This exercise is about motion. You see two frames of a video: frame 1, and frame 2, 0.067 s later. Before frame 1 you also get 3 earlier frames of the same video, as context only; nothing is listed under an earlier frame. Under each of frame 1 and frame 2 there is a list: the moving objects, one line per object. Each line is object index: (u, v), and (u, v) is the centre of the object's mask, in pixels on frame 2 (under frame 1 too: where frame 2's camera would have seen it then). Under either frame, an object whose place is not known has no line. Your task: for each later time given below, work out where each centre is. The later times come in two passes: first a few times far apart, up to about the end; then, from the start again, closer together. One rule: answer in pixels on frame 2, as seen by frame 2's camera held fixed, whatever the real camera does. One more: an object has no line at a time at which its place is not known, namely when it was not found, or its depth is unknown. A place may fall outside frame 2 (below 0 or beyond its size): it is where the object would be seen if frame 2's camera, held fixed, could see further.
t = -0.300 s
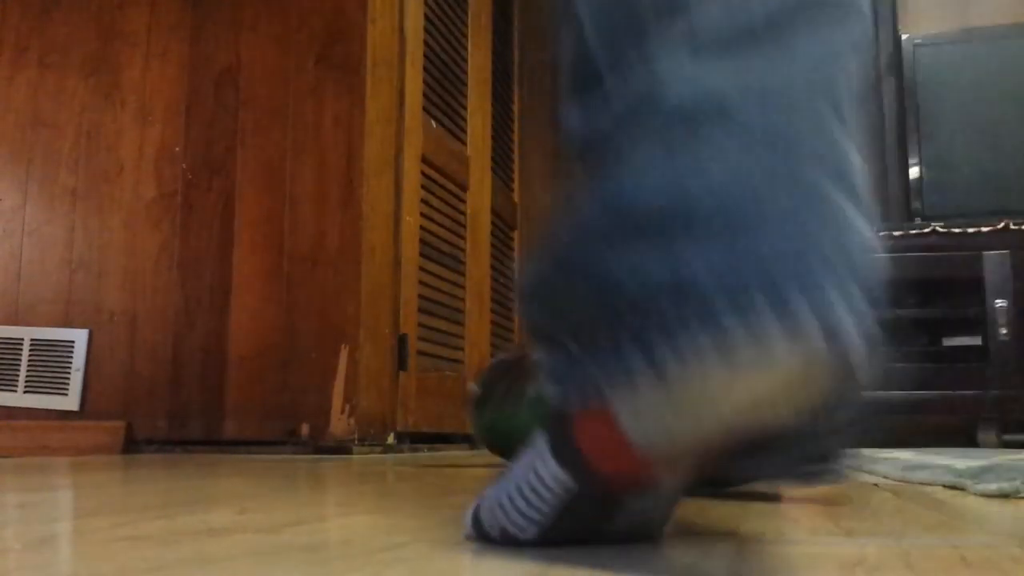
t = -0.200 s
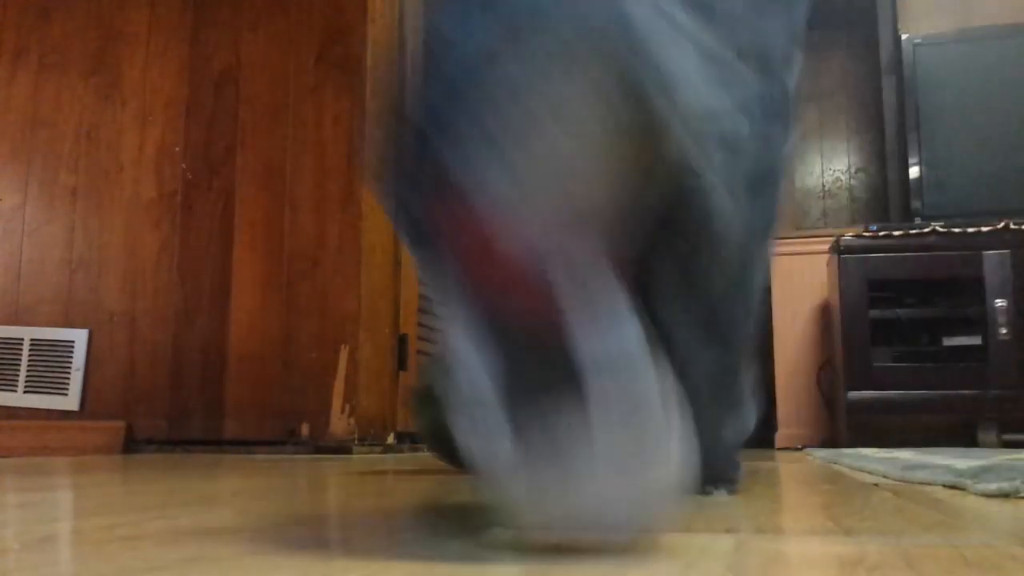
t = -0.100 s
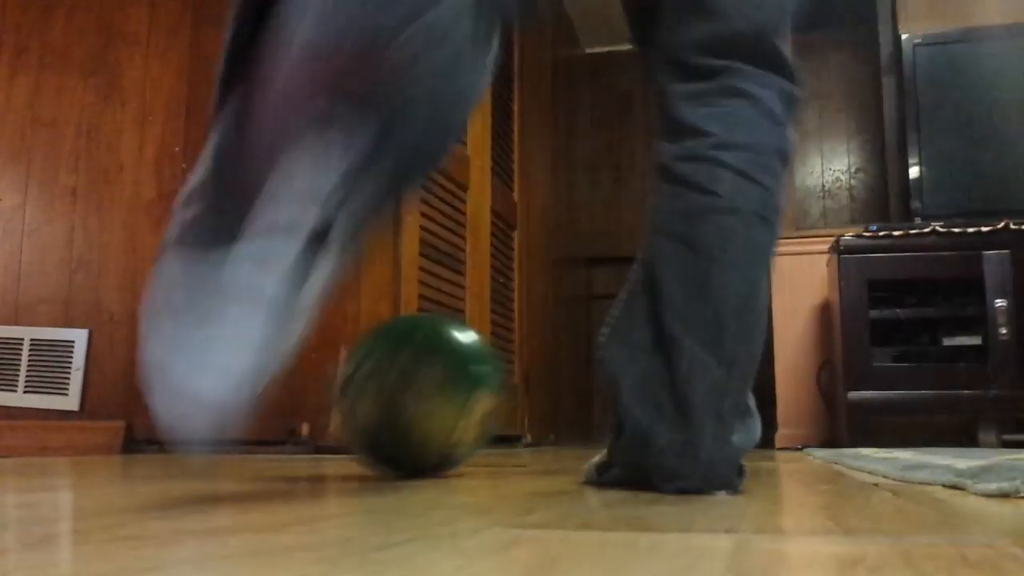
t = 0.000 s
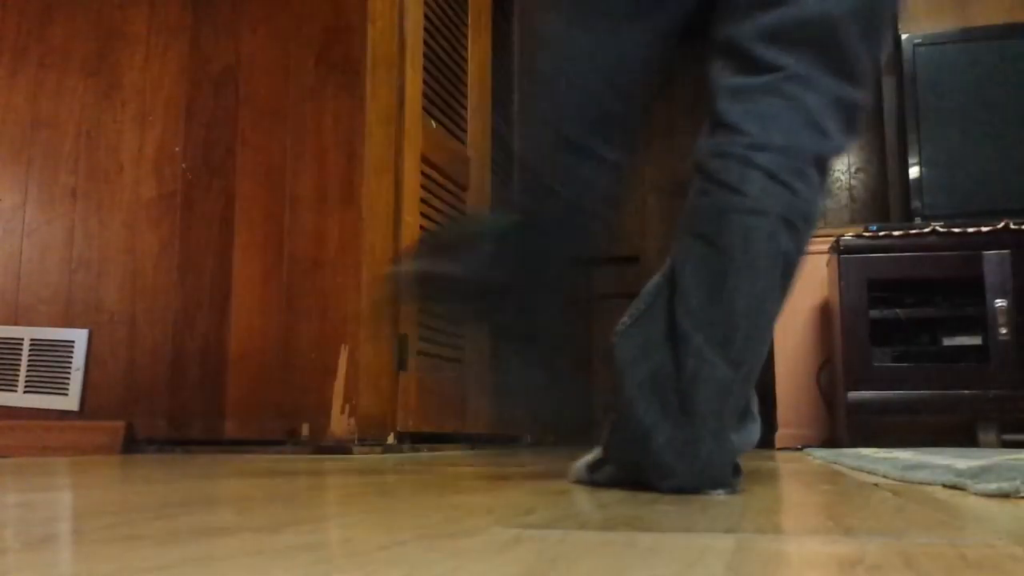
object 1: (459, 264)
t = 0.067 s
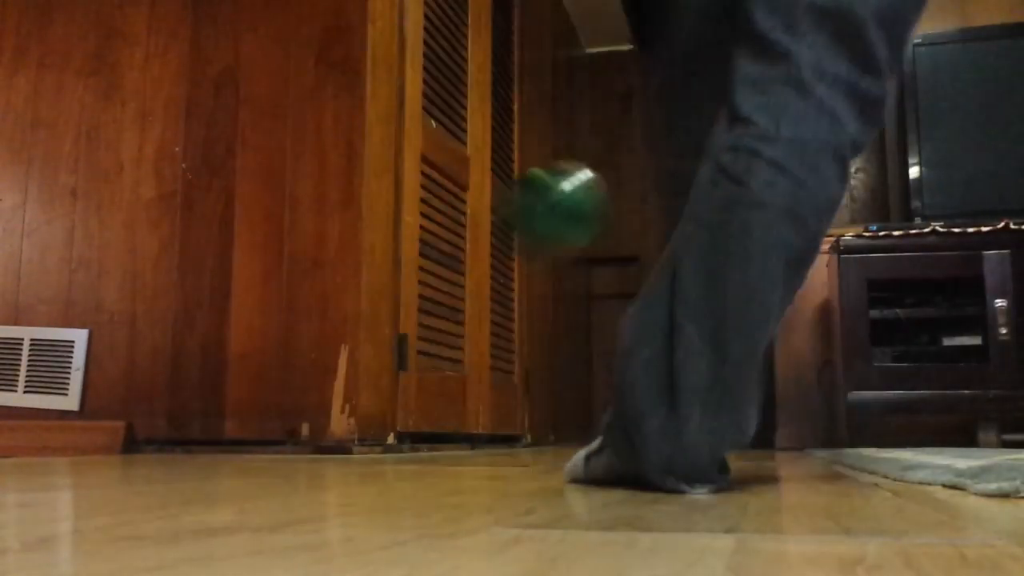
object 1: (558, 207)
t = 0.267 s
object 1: (663, 204)
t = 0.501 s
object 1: (715, 304)
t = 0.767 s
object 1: (722, 368)
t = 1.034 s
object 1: (717, 273)
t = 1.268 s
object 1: (719, 352)
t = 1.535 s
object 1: (715, 306)
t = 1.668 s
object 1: (714, 297)
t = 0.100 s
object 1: (580, 196)
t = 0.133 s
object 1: (607, 186)
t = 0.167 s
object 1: (624, 186)
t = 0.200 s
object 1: (638, 190)
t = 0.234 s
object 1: (652, 194)
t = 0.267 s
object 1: (663, 204)
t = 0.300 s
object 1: (672, 213)
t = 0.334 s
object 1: (683, 222)
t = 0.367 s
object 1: (690, 238)
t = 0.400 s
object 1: (697, 253)
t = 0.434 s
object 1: (703, 267)
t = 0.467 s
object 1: (710, 281)
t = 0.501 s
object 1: (715, 304)
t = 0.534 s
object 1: (717, 316)
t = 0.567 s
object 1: (716, 340)
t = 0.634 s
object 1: (718, 396)
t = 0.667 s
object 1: (722, 425)
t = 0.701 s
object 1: (723, 411)
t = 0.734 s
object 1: (723, 392)
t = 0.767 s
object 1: (722, 368)
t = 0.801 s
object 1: (720, 346)
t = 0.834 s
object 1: (720, 330)
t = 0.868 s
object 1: (719, 316)
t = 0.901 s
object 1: (720, 301)
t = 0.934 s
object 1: (720, 290)
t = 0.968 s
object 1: (718, 283)
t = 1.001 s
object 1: (718, 275)
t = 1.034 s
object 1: (717, 273)
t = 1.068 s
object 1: (717, 273)
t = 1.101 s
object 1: (718, 276)
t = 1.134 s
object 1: (718, 281)
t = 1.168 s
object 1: (718, 290)
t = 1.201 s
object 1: (718, 304)
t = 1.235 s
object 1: (718, 323)
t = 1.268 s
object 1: (719, 352)
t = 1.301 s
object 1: (719, 382)
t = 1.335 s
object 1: (719, 412)
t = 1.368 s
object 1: (718, 407)
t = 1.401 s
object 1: (718, 382)
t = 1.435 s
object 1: (717, 359)
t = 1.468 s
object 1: (716, 338)
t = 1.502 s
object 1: (716, 320)
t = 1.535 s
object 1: (715, 306)
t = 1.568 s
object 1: (714, 296)
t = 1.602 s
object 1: (714, 290)
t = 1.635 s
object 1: (715, 290)
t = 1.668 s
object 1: (714, 297)
